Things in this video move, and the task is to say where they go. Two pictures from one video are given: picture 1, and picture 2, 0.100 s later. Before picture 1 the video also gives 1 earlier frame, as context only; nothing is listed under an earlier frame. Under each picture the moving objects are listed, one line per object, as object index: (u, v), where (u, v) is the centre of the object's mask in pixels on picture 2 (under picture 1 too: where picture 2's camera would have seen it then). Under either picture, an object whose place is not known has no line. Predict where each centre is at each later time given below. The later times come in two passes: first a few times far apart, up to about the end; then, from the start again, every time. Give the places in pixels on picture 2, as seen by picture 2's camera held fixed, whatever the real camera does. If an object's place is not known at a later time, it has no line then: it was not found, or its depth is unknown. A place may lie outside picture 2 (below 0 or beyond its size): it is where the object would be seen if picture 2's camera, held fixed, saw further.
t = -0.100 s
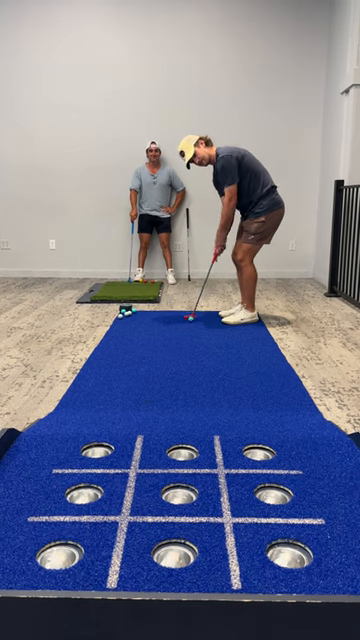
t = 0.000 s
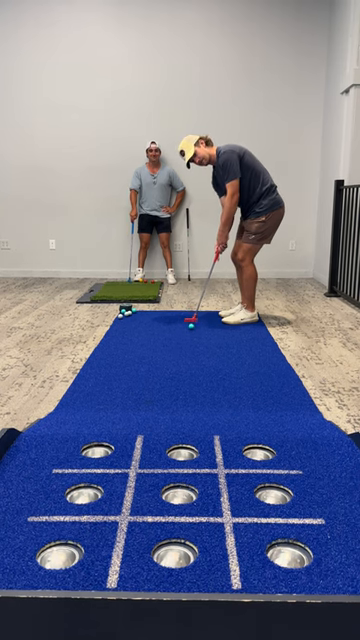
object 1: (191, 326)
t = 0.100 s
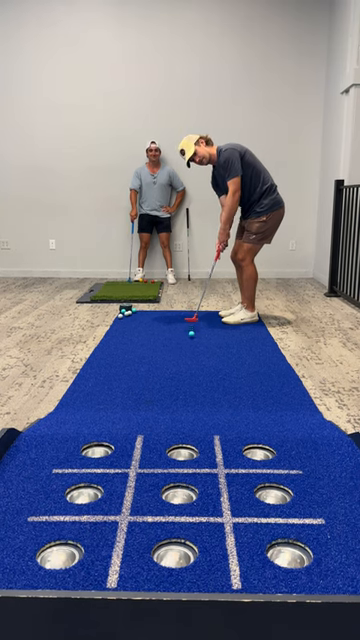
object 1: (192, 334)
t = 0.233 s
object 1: (192, 345)
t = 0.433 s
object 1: (193, 361)
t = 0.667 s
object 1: (195, 385)
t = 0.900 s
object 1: (197, 409)
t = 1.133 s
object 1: (199, 422)
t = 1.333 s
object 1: (202, 434)
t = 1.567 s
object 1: (207, 454)
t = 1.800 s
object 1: (209, 473)
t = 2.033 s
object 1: (210, 490)
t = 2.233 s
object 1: (210, 503)
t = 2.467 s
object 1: (208, 513)
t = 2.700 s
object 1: (207, 522)
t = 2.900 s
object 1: (206, 524)
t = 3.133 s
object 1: (204, 525)
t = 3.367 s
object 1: (204, 525)
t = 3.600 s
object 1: (204, 525)
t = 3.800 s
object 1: (204, 525)
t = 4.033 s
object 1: (204, 525)
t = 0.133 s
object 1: (192, 337)
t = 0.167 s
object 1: (192, 339)
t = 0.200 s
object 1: (192, 342)
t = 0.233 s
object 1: (192, 345)
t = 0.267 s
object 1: (192, 347)
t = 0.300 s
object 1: (192, 350)
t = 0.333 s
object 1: (192, 353)
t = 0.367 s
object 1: (193, 356)
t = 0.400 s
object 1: (193, 358)
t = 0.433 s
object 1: (193, 361)
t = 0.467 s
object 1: (193, 364)
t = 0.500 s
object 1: (193, 367)
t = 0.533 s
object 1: (194, 370)
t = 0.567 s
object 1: (194, 373)
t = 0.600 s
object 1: (195, 377)
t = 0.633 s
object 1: (195, 380)
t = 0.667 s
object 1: (195, 385)
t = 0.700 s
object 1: (195, 388)
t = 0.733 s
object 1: (195, 392)
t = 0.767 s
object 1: (196, 396)
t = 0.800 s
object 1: (196, 400)
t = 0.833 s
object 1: (196, 404)
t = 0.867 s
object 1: (196, 407)
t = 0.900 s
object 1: (197, 409)
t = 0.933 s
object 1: (197, 410)
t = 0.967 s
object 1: (197, 412)
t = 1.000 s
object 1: (198, 414)
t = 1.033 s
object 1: (198, 416)
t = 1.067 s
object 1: (198, 418)
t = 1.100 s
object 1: (199, 420)
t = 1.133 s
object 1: (199, 422)
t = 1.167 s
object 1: (199, 424)
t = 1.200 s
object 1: (200, 425)
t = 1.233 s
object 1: (200, 427)
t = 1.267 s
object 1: (201, 429)
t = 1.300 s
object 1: (201, 431)
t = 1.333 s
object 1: (202, 434)
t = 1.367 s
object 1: (203, 437)
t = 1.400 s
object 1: (203, 440)
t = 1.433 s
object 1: (204, 442)
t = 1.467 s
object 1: (205, 446)
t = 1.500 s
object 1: (206, 448)
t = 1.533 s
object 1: (206, 451)
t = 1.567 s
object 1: (207, 454)
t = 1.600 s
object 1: (208, 457)
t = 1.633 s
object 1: (208, 459)
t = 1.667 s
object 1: (209, 462)
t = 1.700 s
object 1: (209, 465)
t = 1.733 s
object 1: (210, 467)
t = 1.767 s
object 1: (209, 471)
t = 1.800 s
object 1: (209, 473)
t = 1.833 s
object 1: (209, 476)
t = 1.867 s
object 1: (210, 479)
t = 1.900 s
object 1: (210, 481)
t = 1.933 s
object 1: (210, 483)
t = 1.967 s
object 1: (210, 486)
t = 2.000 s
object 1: (210, 488)
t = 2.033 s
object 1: (210, 490)
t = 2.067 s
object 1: (210, 493)
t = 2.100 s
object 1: (210, 494)
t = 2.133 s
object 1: (210, 497)
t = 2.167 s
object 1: (210, 499)
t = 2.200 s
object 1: (210, 501)
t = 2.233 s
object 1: (210, 503)
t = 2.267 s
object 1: (210, 505)
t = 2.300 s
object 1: (209, 507)
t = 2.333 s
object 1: (209, 509)
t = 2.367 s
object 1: (209, 510)
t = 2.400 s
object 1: (208, 511)
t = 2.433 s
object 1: (208, 512)
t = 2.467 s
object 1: (208, 513)
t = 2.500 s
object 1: (208, 515)
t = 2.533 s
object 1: (208, 517)
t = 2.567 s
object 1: (207, 518)
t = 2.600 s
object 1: (207, 519)
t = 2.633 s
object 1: (208, 520)
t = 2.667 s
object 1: (207, 521)
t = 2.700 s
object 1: (207, 522)
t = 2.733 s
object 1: (207, 522)
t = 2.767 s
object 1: (207, 522)
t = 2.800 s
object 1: (207, 522)
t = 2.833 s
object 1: (207, 523)
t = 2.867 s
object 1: (206, 523)
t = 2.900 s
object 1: (206, 524)
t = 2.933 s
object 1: (205, 524)
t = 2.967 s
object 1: (204, 525)
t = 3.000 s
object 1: (204, 525)
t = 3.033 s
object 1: (204, 525)
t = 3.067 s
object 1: (204, 525)
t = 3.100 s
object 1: (204, 525)
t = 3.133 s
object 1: (204, 525)
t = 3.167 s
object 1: (204, 525)
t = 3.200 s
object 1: (204, 525)
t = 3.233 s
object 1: (204, 525)
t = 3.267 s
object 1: (204, 525)
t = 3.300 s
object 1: (204, 525)
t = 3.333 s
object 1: (204, 525)
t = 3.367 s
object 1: (204, 525)
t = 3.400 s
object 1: (204, 525)
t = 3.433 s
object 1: (204, 525)
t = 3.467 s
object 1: (204, 525)
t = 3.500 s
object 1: (204, 525)
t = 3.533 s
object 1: (204, 525)
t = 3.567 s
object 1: (204, 525)
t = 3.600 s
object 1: (204, 525)
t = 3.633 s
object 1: (204, 525)
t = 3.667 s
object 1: (204, 525)
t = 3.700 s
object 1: (204, 525)
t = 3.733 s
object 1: (204, 525)
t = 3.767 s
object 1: (204, 525)
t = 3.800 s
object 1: (204, 525)
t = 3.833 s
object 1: (204, 525)
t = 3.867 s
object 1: (204, 525)
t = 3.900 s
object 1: (204, 524)
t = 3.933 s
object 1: (204, 525)
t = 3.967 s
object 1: (204, 525)
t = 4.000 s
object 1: (204, 525)
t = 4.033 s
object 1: (204, 525)
